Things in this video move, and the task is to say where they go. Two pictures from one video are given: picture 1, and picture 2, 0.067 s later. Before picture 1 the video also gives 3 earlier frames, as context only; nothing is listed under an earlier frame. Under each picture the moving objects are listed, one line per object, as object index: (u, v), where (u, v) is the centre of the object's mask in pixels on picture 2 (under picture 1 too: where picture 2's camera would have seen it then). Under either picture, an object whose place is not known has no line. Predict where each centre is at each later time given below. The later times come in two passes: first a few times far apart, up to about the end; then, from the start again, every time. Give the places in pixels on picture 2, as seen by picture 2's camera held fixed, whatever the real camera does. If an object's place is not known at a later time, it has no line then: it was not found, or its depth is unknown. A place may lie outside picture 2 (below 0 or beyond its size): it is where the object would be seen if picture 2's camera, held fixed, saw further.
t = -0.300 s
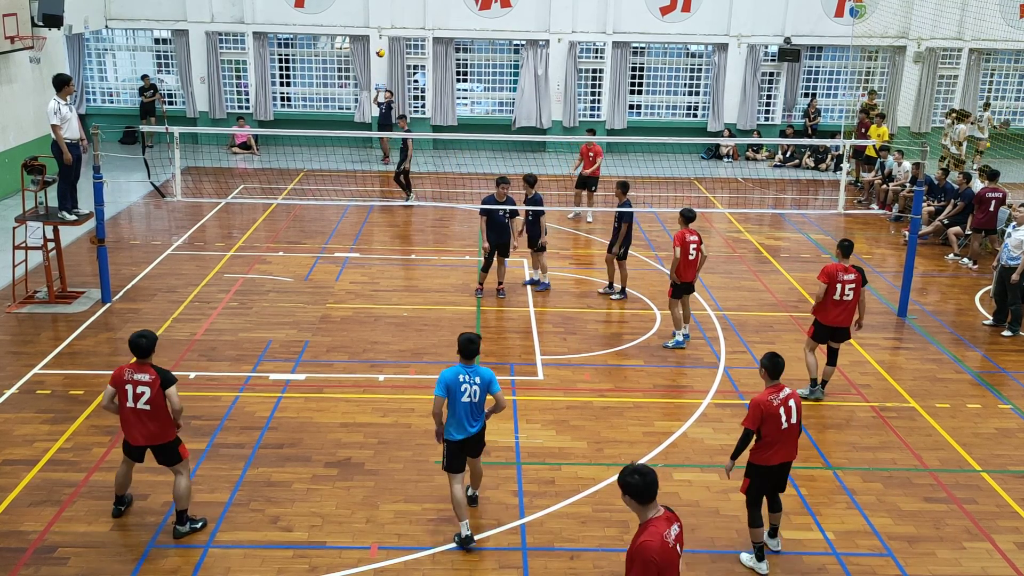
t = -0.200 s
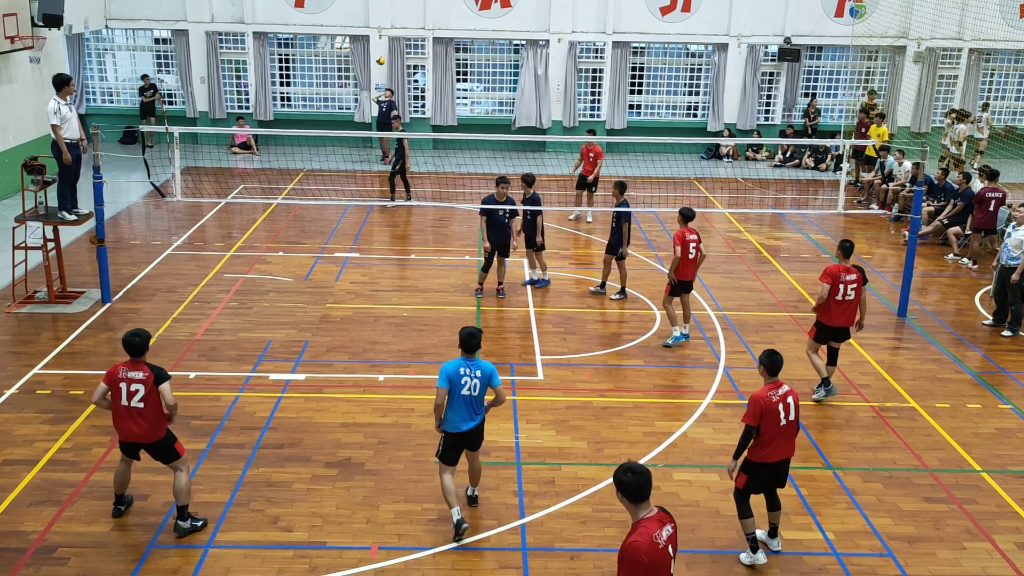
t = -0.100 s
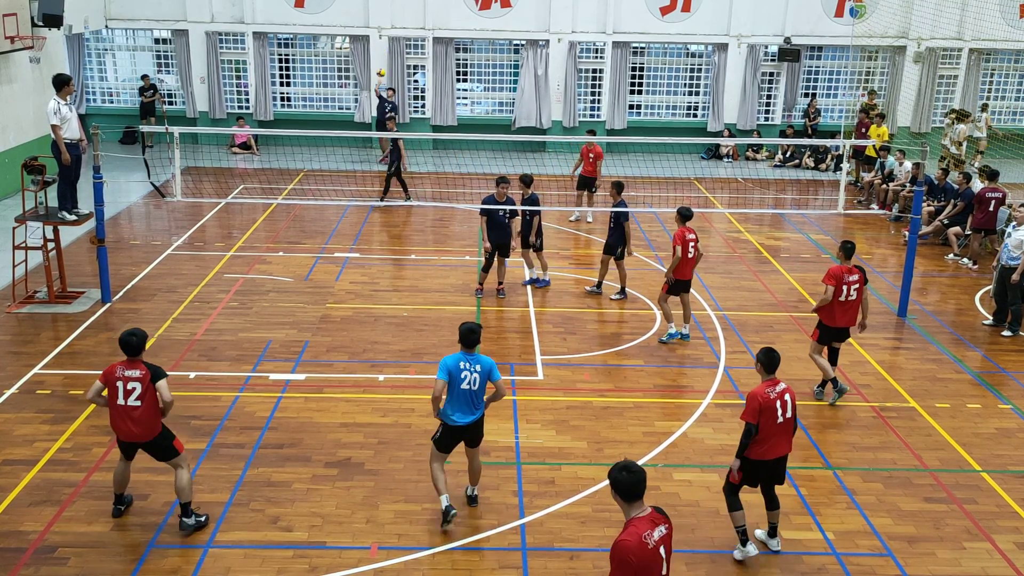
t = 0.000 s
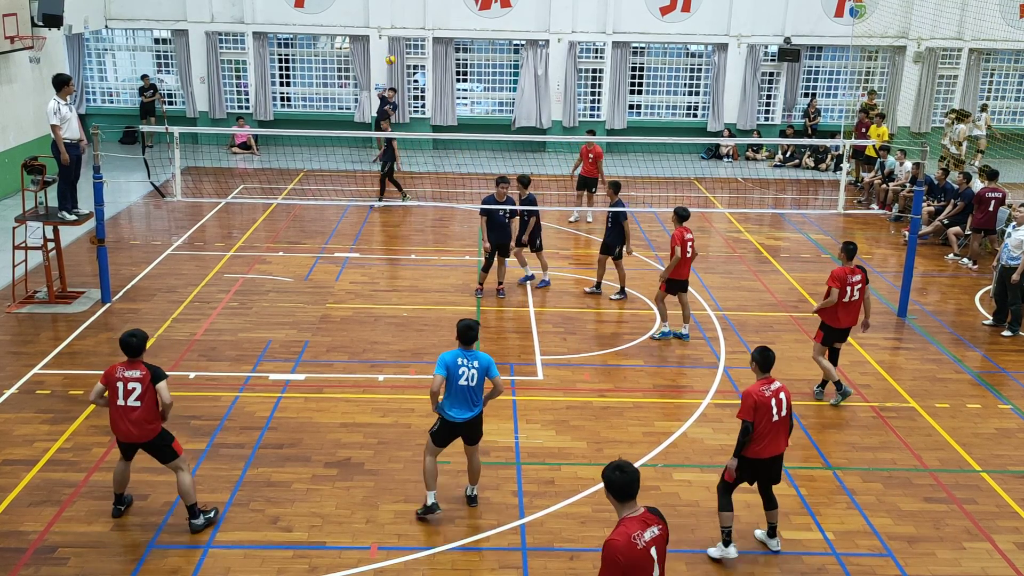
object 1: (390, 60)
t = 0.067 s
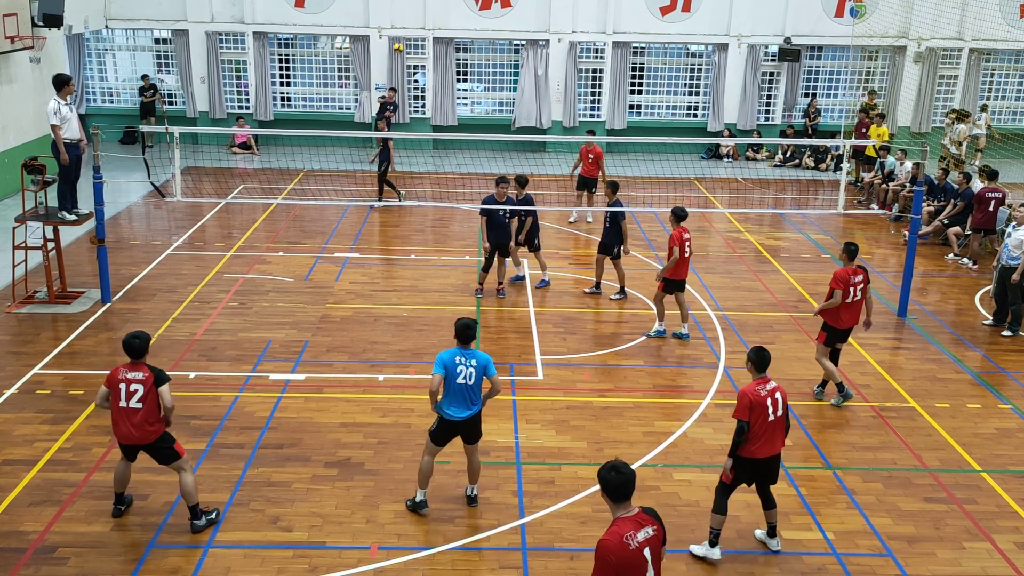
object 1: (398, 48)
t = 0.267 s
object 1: (426, 24)
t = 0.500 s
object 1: (467, 21)
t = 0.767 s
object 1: (528, 71)
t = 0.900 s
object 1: (564, 133)
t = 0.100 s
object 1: (402, 43)
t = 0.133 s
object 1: (407, 39)
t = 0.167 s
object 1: (411, 35)
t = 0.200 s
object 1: (416, 30)
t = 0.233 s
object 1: (421, 27)
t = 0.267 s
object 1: (426, 24)
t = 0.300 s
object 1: (431, 22)
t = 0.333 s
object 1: (436, 20)
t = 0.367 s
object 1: (441, 19)
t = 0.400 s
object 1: (447, 18)
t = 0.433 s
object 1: (453, 19)
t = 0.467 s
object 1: (460, 19)
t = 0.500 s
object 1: (467, 21)
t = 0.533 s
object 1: (473, 23)
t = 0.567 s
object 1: (481, 26)
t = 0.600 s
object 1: (488, 31)
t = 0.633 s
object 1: (496, 37)
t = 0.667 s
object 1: (504, 43)
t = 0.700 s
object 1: (512, 51)
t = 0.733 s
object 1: (520, 60)
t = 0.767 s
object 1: (528, 71)
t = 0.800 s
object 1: (537, 84)
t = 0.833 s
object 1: (545, 99)
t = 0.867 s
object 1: (555, 115)
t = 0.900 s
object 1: (564, 133)
